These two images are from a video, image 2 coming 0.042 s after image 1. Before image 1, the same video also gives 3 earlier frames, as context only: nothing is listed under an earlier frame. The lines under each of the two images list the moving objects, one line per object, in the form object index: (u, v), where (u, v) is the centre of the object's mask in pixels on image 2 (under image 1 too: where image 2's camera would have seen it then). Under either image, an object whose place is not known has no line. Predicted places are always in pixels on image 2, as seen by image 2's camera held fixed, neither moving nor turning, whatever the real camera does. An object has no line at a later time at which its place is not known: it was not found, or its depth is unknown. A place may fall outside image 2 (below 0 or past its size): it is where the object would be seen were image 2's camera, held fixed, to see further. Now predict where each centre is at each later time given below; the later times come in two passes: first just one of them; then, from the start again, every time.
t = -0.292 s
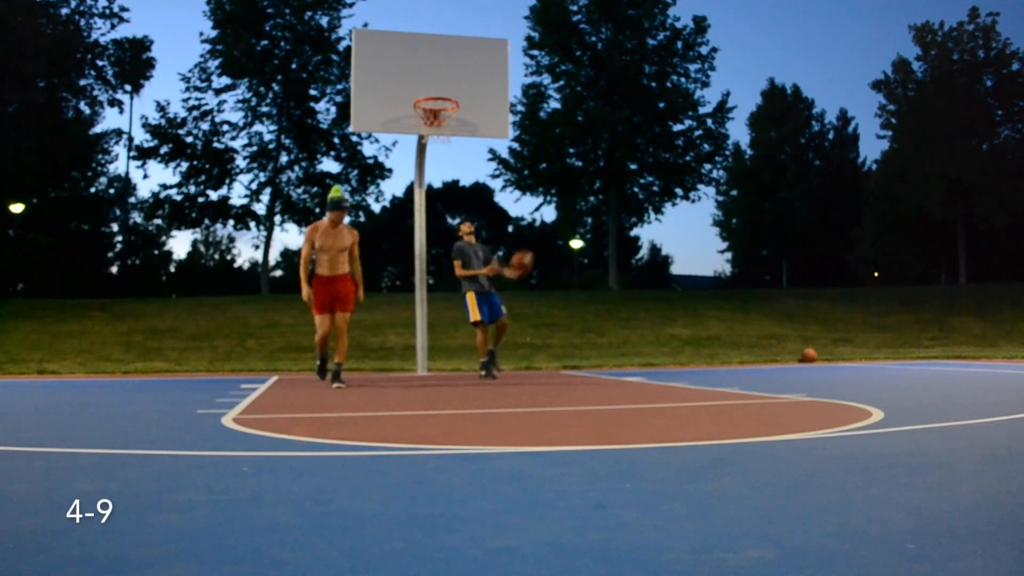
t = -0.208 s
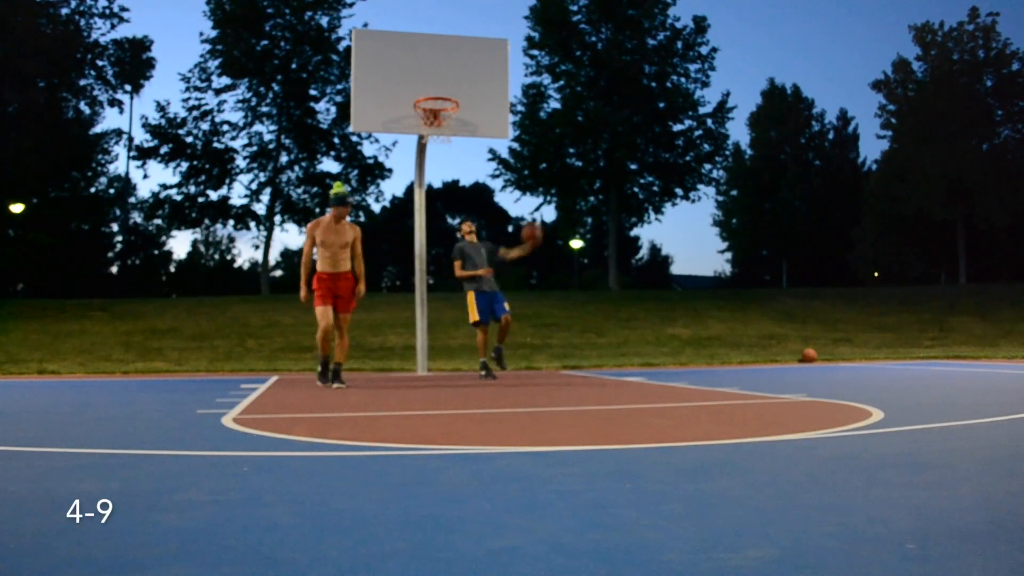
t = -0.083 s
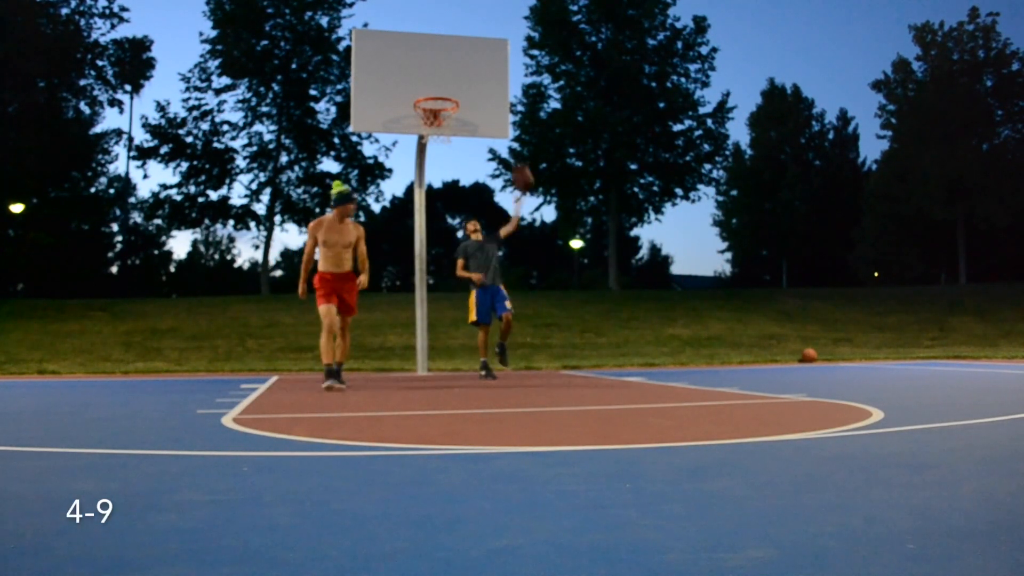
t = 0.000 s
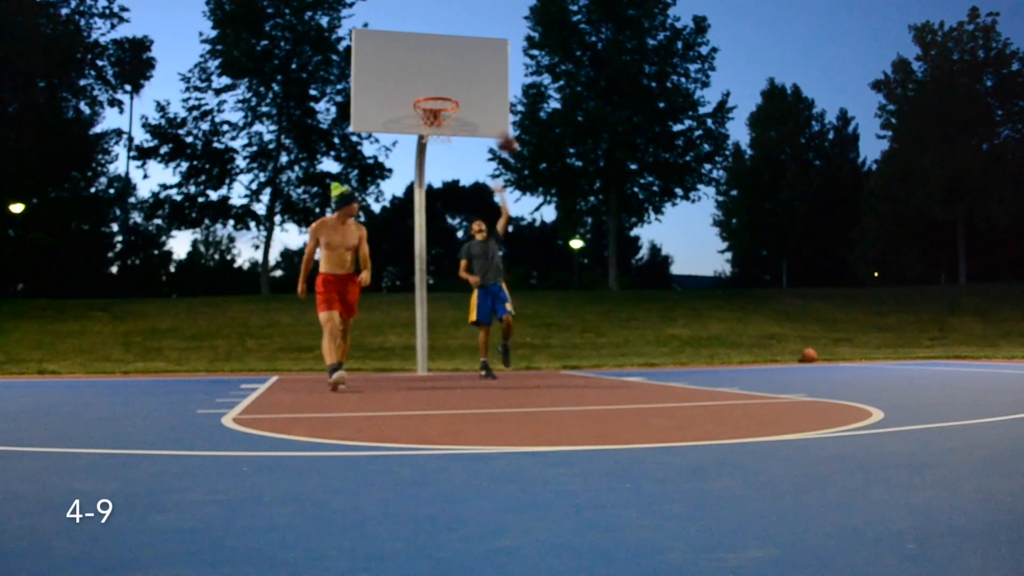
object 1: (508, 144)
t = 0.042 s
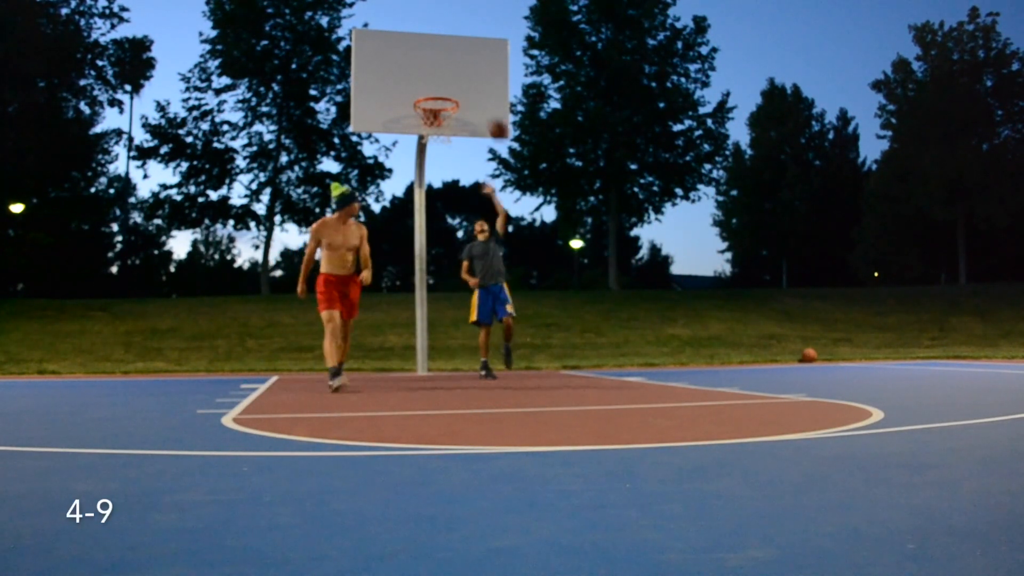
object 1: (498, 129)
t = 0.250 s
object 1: (462, 82)
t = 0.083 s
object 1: (491, 118)
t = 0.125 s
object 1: (484, 106)
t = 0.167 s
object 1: (476, 96)
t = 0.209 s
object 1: (469, 88)
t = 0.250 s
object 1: (462, 82)
